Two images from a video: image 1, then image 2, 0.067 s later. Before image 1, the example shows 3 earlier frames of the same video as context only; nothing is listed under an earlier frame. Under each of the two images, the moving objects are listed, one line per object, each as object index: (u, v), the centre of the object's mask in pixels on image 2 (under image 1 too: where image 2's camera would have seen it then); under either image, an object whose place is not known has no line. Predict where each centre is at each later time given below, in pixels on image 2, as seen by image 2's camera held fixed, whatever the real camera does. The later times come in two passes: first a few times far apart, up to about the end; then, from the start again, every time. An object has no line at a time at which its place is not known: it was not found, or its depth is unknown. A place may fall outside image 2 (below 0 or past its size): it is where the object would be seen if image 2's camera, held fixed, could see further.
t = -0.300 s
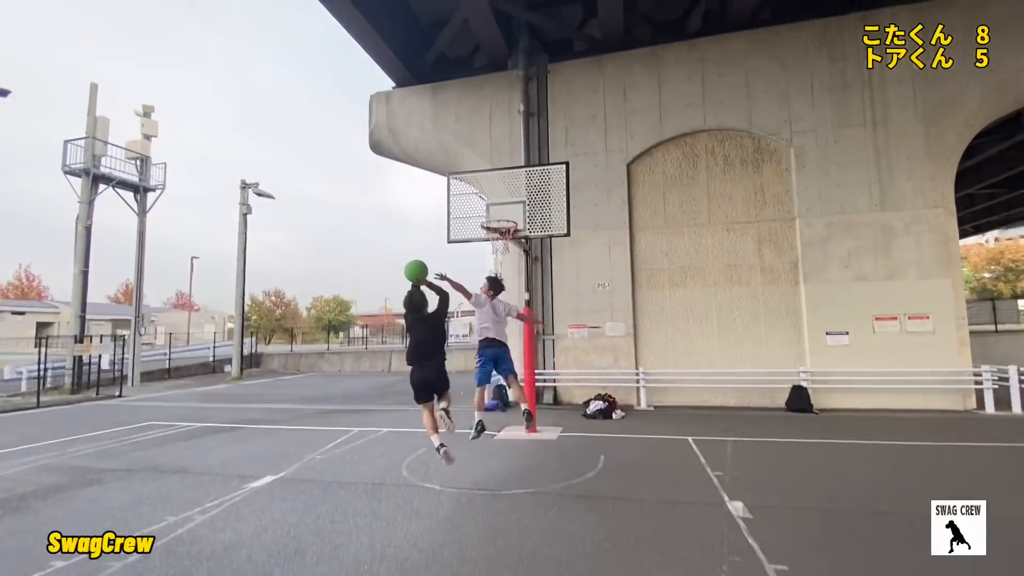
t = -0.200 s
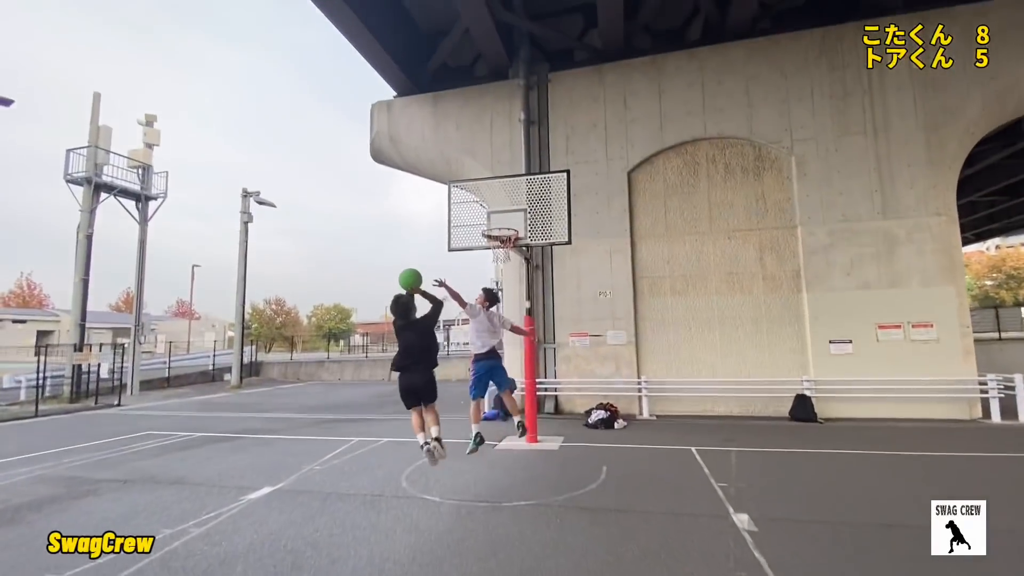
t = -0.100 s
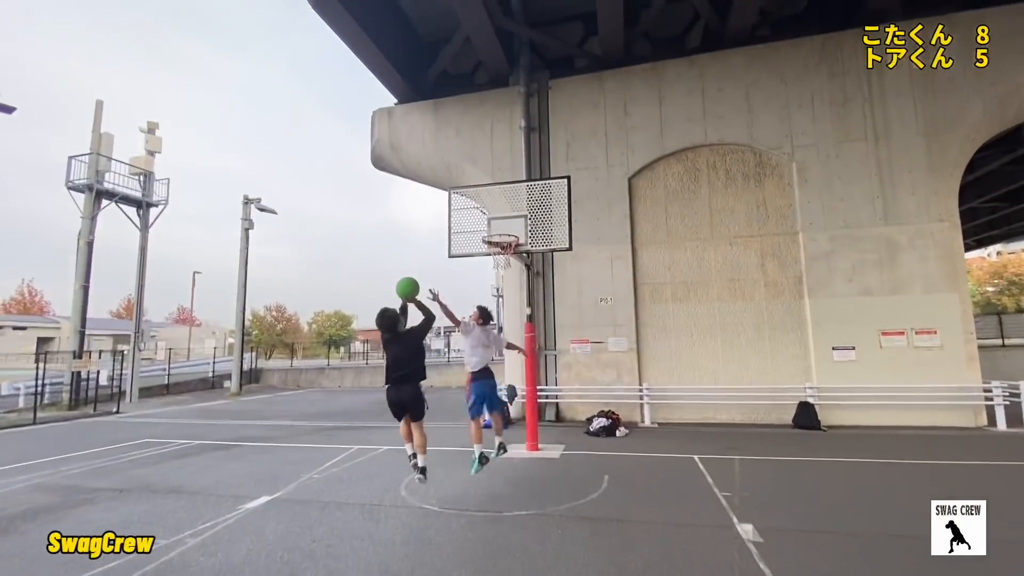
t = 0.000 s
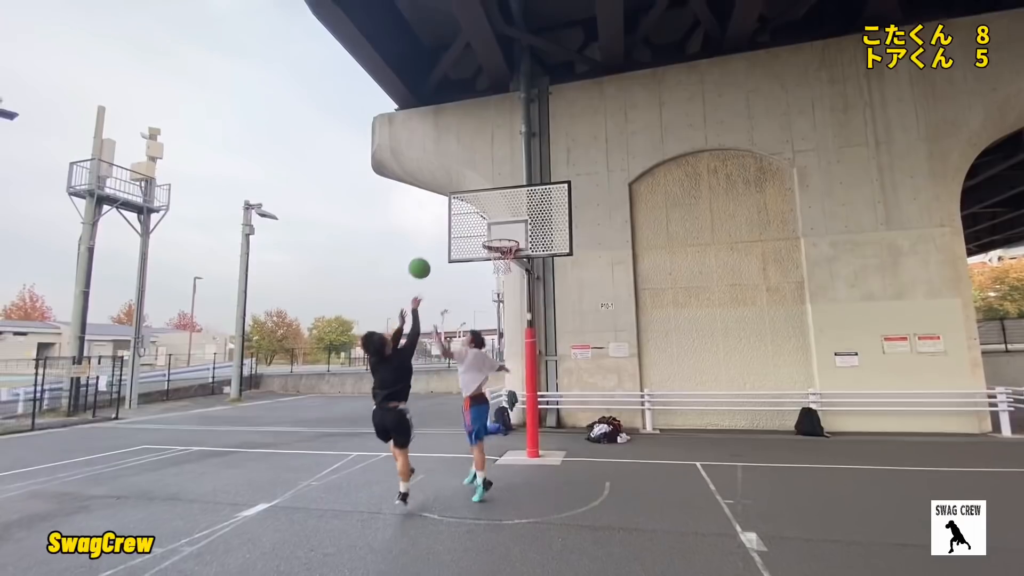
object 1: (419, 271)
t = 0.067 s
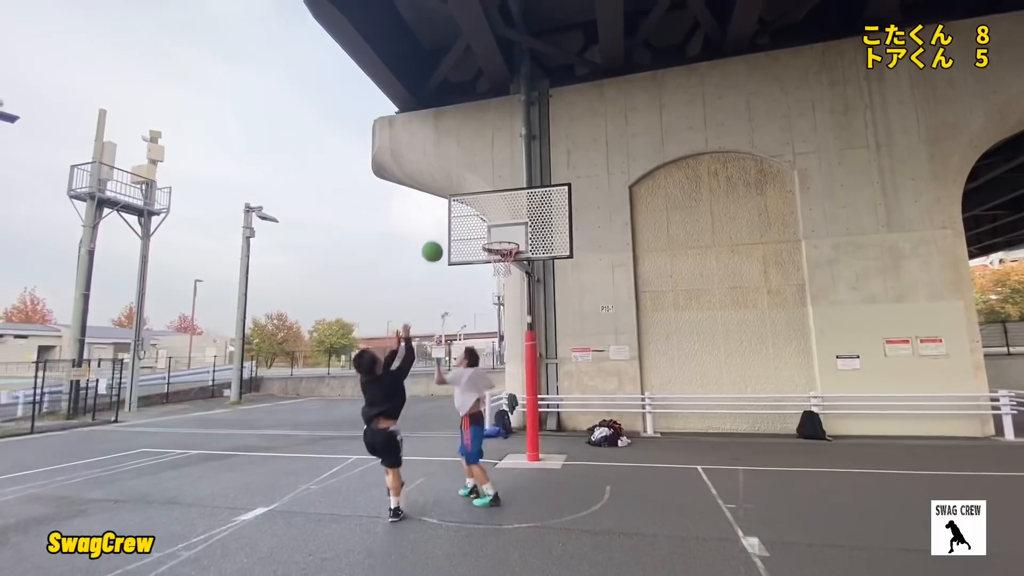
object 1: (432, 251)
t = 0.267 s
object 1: (466, 222)
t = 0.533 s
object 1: (494, 229)
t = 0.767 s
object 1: (510, 239)
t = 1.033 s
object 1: (503, 230)
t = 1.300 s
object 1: (502, 234)
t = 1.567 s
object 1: (499, 237)
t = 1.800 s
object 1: (497, 257)
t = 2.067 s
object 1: (498, 273)
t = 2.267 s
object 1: (500, 313)
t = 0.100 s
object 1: (438, 244)
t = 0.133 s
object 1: (444, 237)
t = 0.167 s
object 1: (450, 232)
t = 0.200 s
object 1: (455, 228)
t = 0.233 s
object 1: (460, 225)
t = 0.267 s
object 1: (466, 222)
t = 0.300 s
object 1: (471, 221)
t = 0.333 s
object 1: (476, 220)
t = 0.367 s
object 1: (480, 220)
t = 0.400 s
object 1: (485, 221)
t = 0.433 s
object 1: (489, 223)
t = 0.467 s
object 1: (494, 226)
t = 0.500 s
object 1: (496, 228)
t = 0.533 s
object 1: (494, 229)
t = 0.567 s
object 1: (494, 231)
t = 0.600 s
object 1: (492, 233)
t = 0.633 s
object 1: (492, 237)
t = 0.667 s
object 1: (496, 239)
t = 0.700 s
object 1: (500, 238)
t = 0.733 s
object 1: (506, 238)
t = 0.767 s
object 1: (510, 239)
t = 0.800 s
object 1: (508, 235)
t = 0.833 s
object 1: (507, 232)
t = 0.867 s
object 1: (507, 230)
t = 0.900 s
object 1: (506, 228)
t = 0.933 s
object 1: (505, 228)
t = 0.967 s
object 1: (504, 228)
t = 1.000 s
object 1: (504, 229)
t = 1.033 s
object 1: (503, 230)
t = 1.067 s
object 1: (502, 232)
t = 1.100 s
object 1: (501, 236)
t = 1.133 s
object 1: (501, 238)
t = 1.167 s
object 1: (501, 236)
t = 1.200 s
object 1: (503, 235)
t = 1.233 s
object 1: (503, 234)
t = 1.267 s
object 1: (503, 234)
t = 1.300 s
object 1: (502, 234)
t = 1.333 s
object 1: (501, 233)
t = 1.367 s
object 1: (500, 233)
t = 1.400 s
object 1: (500, 236)
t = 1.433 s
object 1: (499, 239)
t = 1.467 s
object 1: (499, 238)
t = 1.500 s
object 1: (499, 237)
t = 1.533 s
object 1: (499, 236)
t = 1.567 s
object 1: (499, 237)
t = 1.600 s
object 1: (498, 237)
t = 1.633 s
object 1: (498, 239)
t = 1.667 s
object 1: (498, 241)
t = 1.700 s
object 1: (499, 244)
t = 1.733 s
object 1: (497, 249)
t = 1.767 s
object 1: (498, 254)
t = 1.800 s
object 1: (497, 257)
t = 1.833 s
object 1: (498, 258)
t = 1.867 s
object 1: (498, 258)
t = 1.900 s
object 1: (498, 259)
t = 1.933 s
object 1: (498, 260)
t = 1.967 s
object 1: (498, 262)
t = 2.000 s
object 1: (498, 263)
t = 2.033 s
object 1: (497, 268)
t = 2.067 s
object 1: (498, 273)
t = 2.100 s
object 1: (498, 278)
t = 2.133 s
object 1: (499, 284)
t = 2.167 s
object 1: (499, 290)
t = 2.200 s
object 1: (499, 297)
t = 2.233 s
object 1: (500, 305)
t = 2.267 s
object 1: (500, 313)
